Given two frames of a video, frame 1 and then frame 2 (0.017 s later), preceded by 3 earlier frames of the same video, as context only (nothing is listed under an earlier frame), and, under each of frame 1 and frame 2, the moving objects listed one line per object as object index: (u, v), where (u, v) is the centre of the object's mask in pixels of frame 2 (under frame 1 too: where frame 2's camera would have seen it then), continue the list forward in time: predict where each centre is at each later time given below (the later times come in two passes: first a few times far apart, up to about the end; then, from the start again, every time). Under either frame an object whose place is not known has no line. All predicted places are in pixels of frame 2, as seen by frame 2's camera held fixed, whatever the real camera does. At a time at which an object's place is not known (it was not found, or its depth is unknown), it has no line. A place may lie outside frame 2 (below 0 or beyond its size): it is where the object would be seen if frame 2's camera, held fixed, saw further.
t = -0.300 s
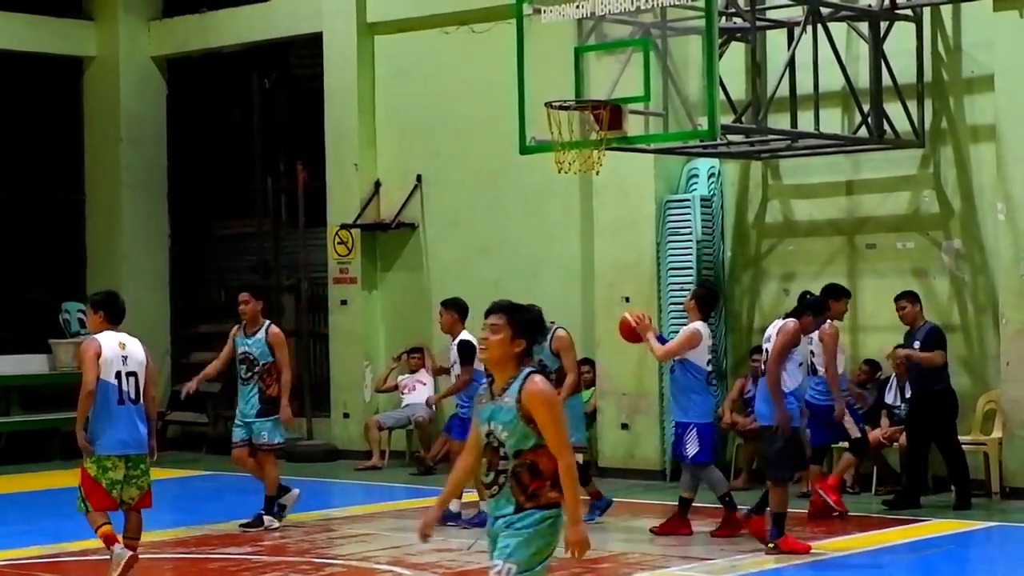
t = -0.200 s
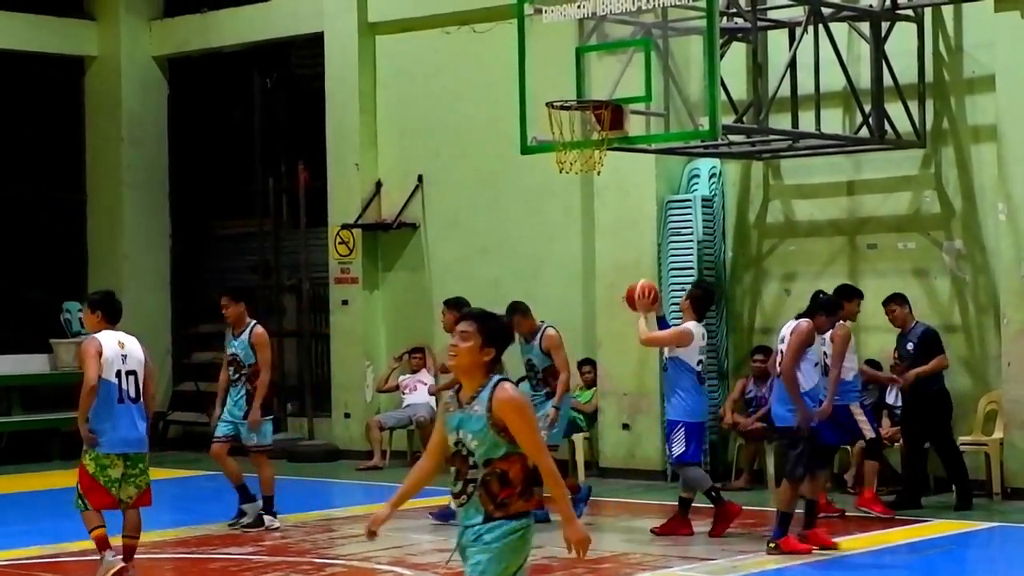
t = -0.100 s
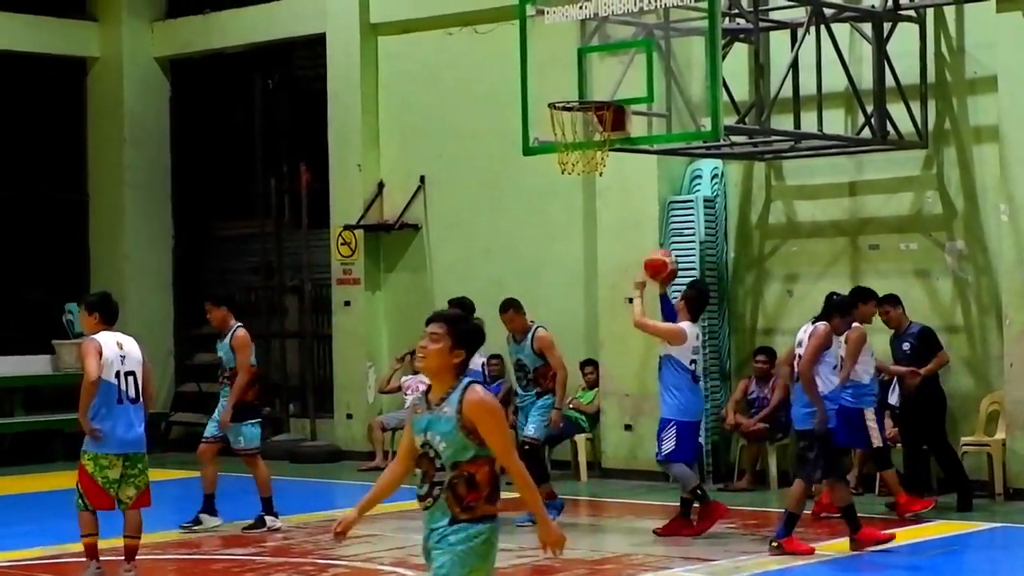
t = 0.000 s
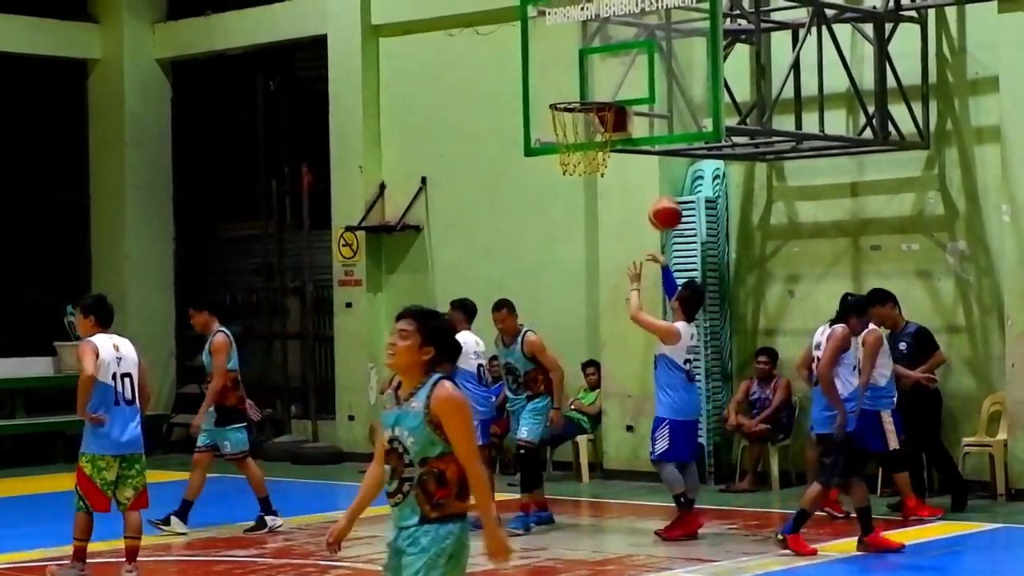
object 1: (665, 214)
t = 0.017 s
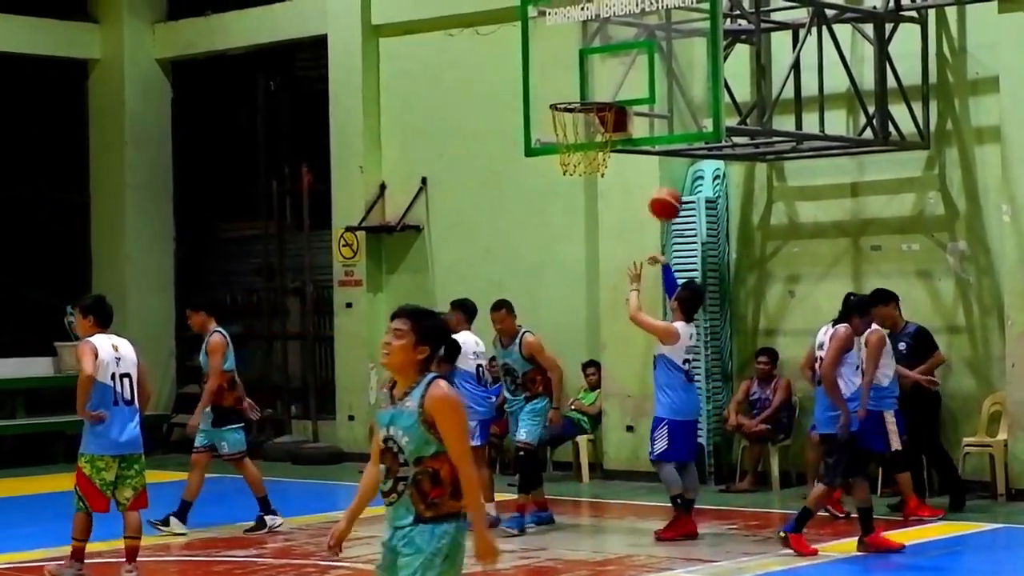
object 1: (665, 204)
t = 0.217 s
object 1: (665, 112)
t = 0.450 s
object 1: (649, 74)
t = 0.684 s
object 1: (633, 86)
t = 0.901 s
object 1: (669, 118)
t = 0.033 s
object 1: (665, 195)
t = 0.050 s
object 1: (665, 185)
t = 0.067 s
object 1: (664, 175)
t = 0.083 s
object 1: (665, 167)
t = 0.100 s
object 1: (664, 158)
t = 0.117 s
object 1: (664, 150)
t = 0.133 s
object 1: (665, 143)
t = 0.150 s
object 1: (665, 136)
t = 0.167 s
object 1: (664, 129)
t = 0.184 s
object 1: (665, 123)
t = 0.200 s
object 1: (665, 117)
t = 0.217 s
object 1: (665, 112)
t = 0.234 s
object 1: (665, 106)
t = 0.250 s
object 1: (665, 102)
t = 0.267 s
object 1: (665, 97)
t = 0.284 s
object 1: (665, 93)
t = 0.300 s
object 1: (665, 90)
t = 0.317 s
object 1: (665, 86)
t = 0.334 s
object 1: (665, 84)
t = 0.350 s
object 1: (665, 81)
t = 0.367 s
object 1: (663, 79)
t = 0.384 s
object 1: (660, 77)
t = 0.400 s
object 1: (658, 76)
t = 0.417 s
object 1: (655, 75)
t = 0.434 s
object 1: (651, 75)
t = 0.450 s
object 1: (649, 74)
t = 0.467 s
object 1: (645, 74)
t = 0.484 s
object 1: (642, 75)
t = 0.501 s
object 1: (639, 75)
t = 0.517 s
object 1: (635, 77)
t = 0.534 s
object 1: (632, 78)
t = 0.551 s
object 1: (629, 80)
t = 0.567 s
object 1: (626, 83)
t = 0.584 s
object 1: (624, 85)
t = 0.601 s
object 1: (621, 88)
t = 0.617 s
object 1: (622, 88)
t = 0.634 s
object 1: (625, 87)
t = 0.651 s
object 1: (628, 86)
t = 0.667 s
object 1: (630, 86)
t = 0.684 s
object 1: (633, 86)
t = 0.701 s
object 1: (635, 86)
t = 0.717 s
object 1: (638, 86)
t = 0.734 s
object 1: (642, 87)
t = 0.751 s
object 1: (645, 89)
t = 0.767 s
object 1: (647, 90)
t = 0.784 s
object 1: (650, 92)
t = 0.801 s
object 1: (652, 95)
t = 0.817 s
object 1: (656, 98)
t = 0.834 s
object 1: (658, 102)
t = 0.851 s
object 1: (661, 105)
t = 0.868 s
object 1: (663, 109)
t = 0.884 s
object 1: (666, 114)
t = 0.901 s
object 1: (669, 118)
